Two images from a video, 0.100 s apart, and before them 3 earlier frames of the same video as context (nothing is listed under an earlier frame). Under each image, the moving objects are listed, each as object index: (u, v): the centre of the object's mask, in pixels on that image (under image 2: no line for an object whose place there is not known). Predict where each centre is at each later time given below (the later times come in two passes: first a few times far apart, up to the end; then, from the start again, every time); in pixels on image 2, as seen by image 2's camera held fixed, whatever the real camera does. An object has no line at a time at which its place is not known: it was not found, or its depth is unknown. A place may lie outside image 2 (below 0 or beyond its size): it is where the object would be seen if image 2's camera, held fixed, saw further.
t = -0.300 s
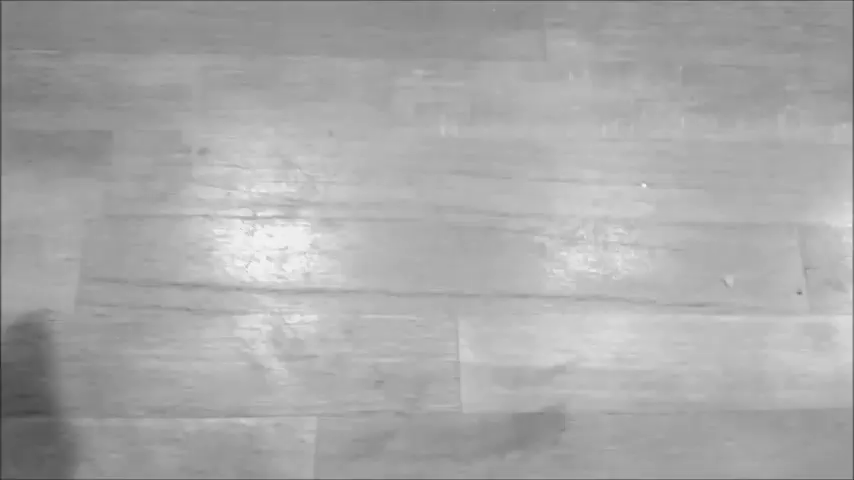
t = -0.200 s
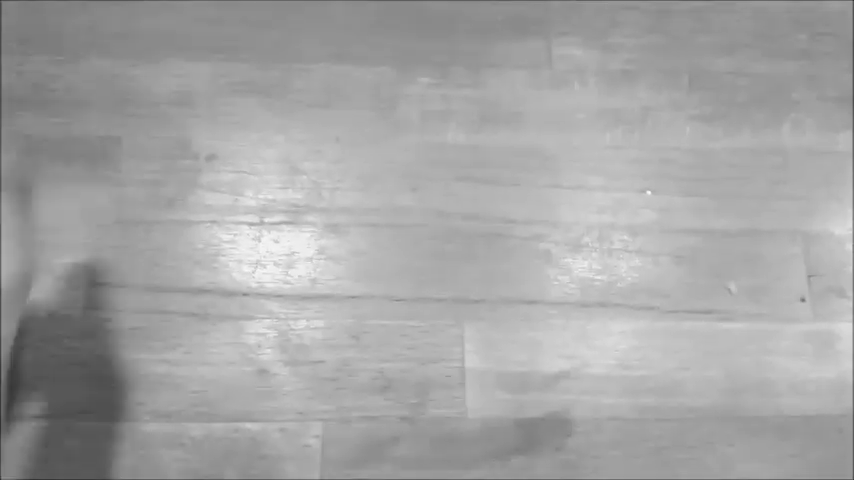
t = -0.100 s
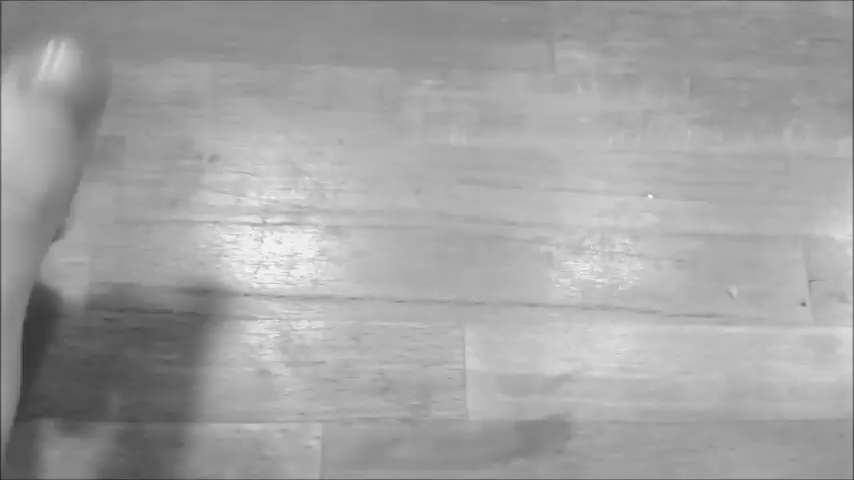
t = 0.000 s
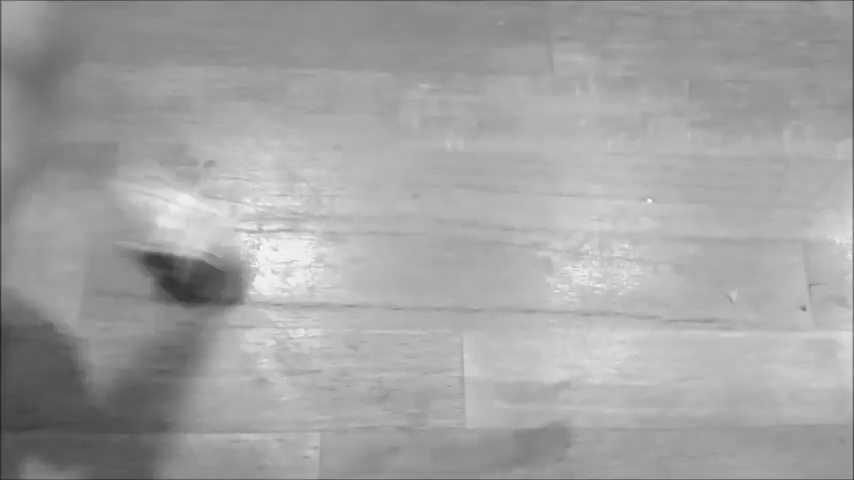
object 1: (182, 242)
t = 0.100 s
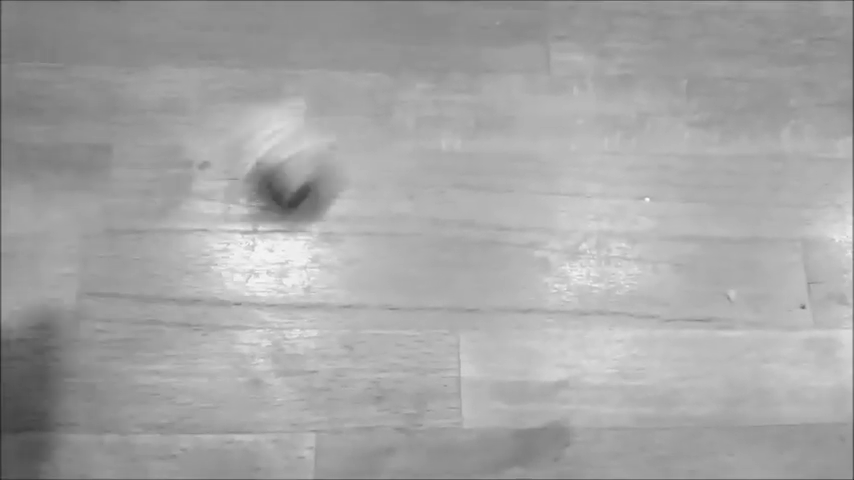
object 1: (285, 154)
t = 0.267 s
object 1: (441, 69)
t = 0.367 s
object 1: (511, 57)
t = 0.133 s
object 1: (319, 119)
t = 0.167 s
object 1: (350, 97)
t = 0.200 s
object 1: (378, 86)
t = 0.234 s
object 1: (409, 76)
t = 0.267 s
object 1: (441, 69)
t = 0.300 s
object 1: (468, 66)
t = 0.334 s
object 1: (490, 62)
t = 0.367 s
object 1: (511, 57)
